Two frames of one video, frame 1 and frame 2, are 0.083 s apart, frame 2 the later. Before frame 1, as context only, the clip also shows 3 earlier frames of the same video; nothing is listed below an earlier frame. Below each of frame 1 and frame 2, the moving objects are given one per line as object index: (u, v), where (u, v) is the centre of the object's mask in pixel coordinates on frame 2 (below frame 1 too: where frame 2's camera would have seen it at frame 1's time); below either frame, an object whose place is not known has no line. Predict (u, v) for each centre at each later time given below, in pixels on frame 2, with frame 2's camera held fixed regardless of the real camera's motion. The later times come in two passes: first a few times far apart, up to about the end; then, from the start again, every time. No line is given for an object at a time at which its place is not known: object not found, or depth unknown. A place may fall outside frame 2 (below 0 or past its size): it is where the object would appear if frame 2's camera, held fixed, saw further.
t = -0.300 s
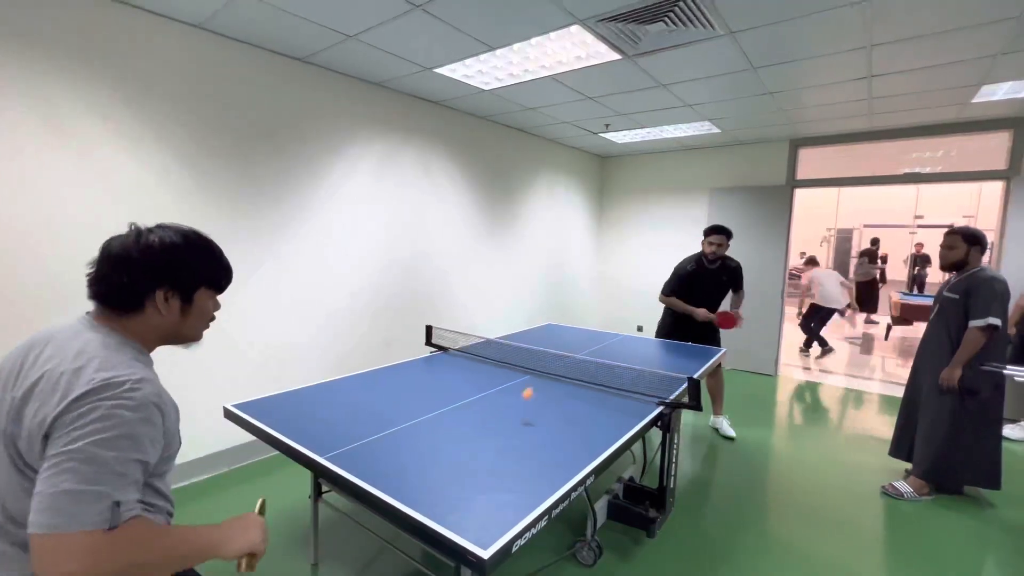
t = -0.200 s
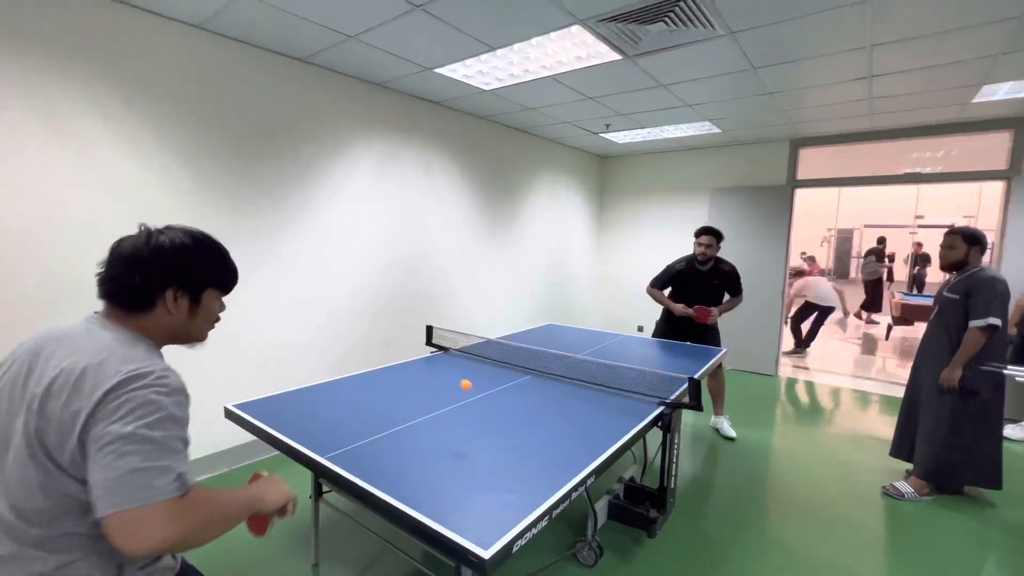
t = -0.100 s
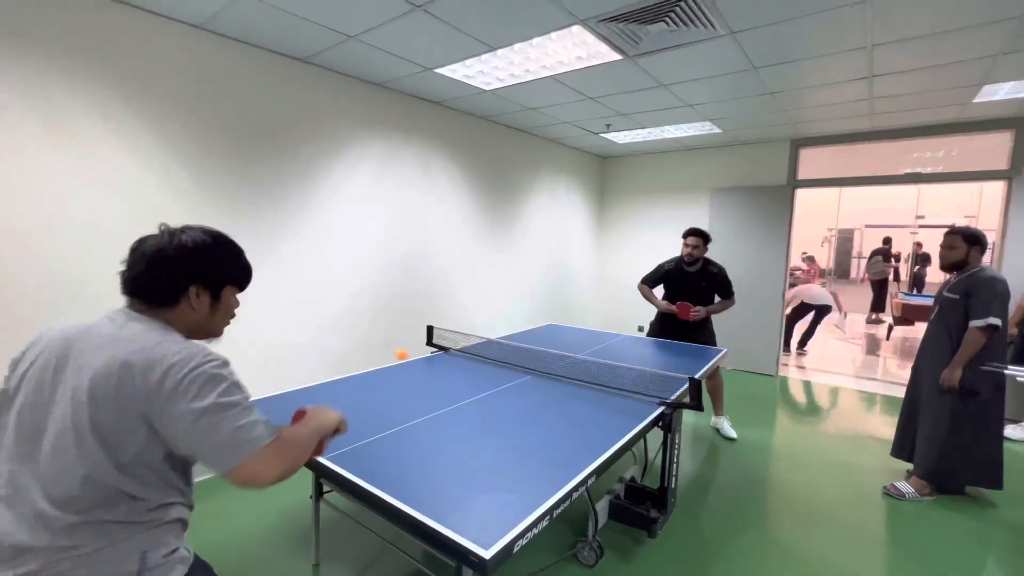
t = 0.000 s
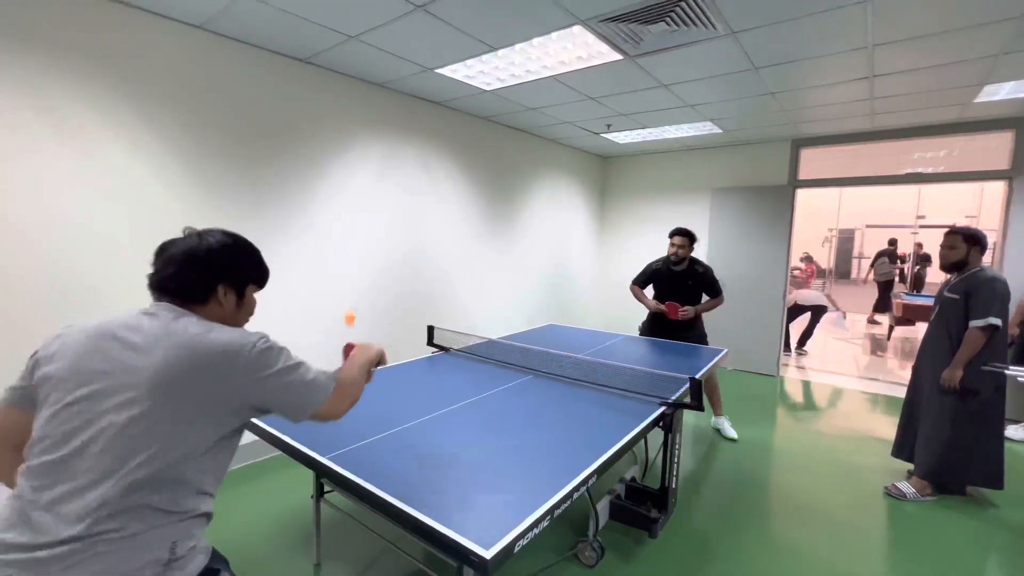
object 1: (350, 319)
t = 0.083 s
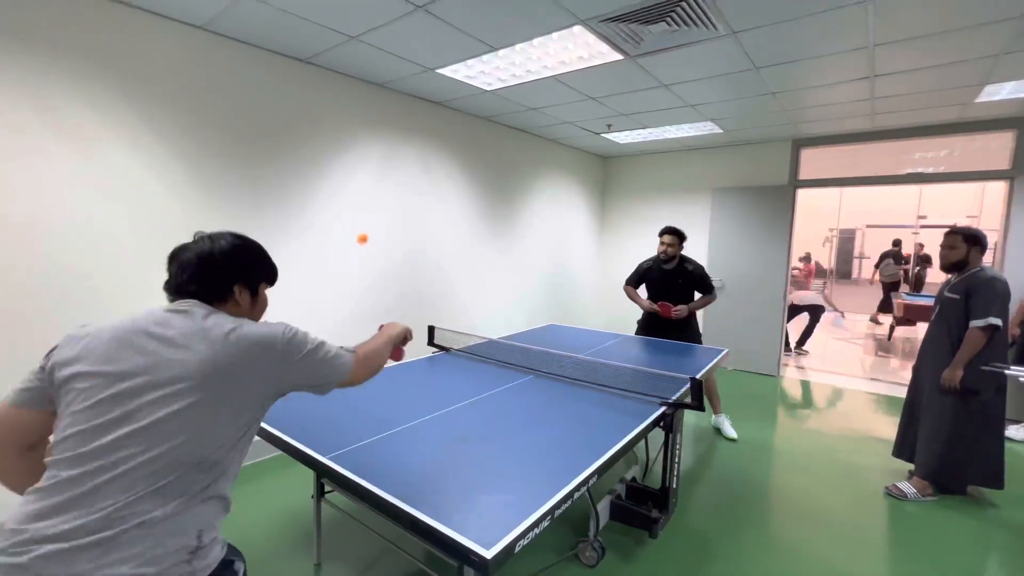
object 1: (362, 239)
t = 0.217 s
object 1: (376, 169)
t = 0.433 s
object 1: (391, 166)
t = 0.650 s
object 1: (401, 247)
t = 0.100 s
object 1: (364, 226)
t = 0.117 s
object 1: (366, 215)
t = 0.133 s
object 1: (368, 205)
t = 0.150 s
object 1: (370, 196)
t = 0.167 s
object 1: (371, 188)
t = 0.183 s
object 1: (373, 181)
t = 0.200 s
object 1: (375, 175)
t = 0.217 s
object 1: (376, 169)
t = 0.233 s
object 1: (378, 165)
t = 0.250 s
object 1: (379, 161)
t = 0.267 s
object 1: (380, 158)
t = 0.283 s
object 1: (382, 156)
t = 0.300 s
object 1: (383, 154)
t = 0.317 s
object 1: (384, 154)
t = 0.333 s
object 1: (384, 154)
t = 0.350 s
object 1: (386, 154)
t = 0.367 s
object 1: (387, 155)
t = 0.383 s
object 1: (388, 157)
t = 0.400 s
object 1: (389, 159)
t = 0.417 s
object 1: (390, 162)
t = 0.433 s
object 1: (391, 166)
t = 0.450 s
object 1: (392, 169)
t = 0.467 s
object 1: (393, 174)
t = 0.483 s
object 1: (394, 178)
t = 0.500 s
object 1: (394, 184)
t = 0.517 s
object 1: (395, 189)
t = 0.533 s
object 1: (396, 195)
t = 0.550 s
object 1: (397, 202)
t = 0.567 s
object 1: (398, 208)
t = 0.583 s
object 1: (398, 216)
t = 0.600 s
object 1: (399, 223)
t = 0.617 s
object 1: (400, 231)
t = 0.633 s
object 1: (401, 239)
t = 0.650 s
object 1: (401, 247)
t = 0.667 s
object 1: (402, 255)
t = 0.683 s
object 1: (403, 264)
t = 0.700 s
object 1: (403, 273)
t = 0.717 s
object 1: (404, 282)
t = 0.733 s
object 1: (405, 292)
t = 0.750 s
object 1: (406, 302)
